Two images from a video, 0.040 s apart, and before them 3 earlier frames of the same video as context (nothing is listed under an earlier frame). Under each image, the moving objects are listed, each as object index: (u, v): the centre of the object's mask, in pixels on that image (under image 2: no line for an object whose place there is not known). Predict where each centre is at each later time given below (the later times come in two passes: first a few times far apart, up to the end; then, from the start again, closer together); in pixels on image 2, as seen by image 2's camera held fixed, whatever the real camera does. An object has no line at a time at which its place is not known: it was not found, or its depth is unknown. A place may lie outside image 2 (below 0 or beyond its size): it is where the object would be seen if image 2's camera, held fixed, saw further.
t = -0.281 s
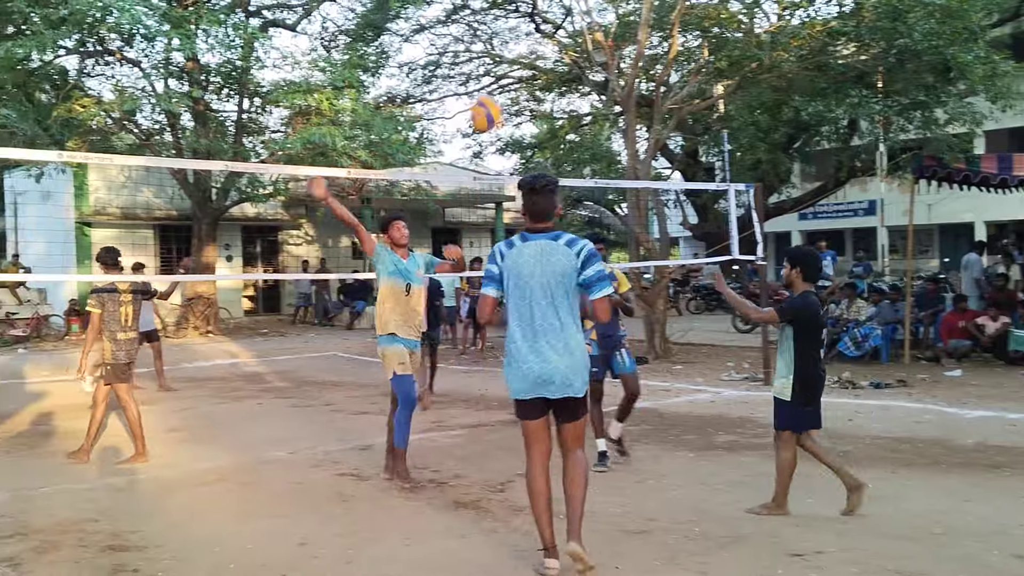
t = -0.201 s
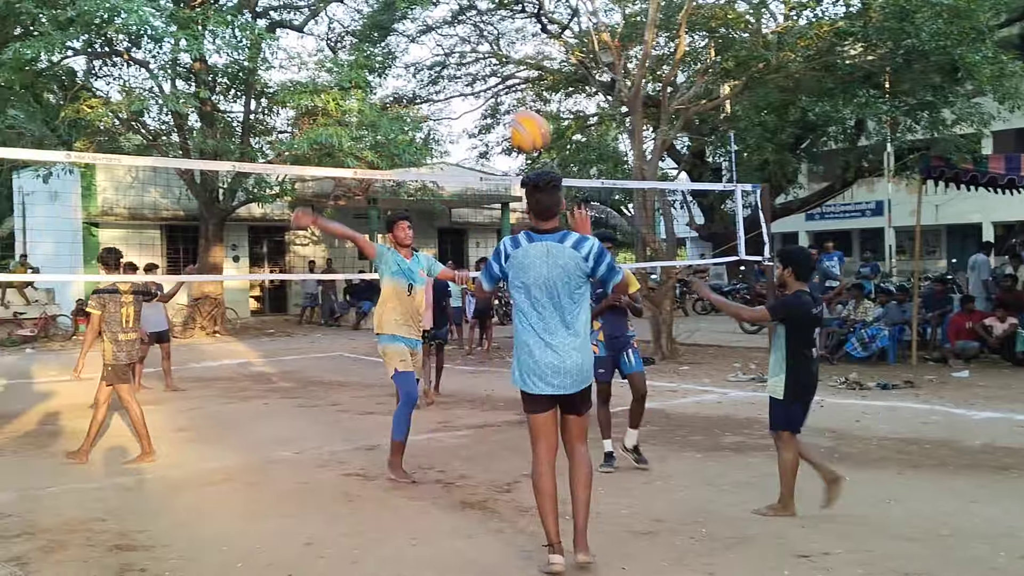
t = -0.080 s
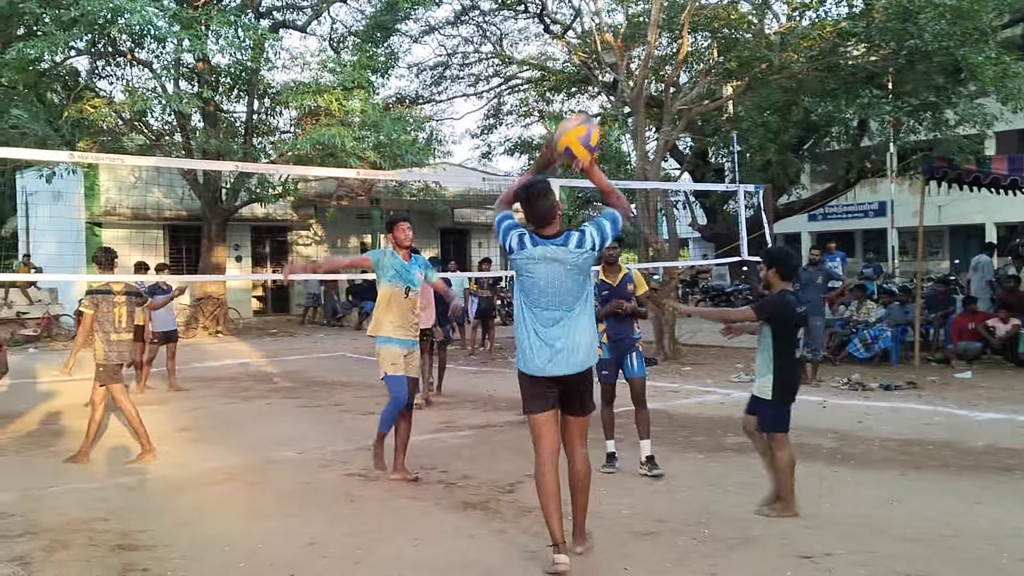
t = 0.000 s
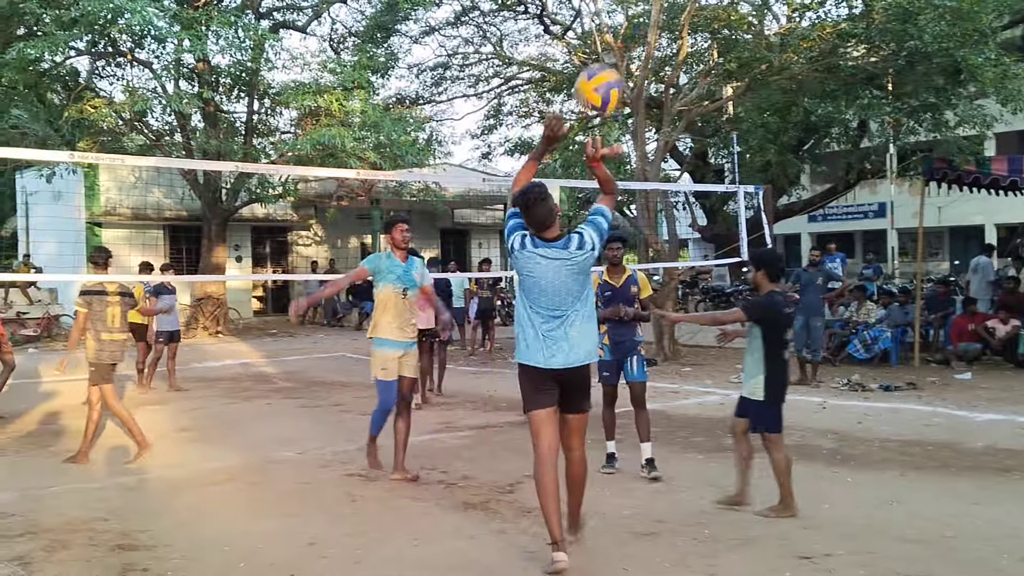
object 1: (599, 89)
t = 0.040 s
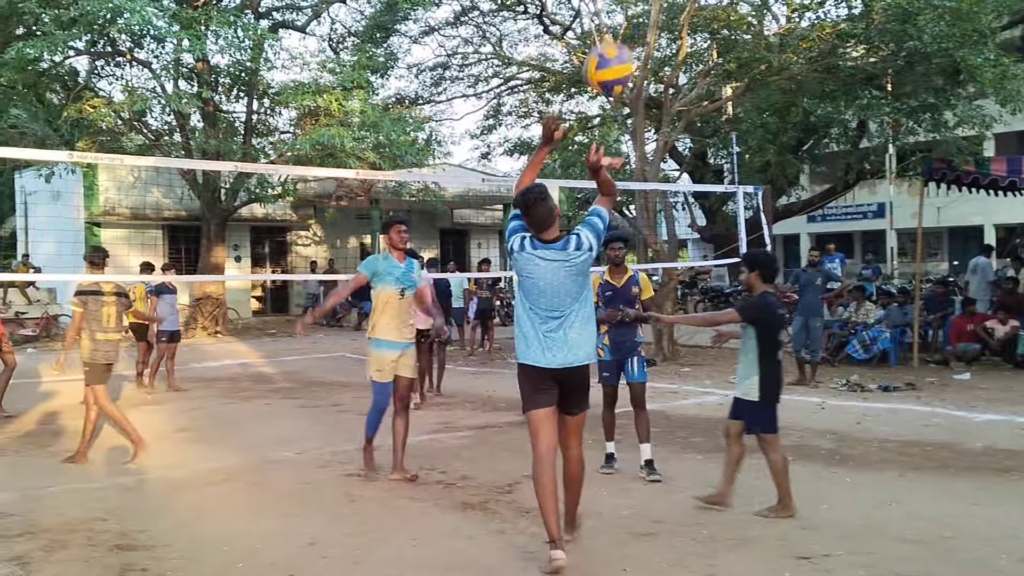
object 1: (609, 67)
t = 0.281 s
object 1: (701, 10)
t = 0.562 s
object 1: (918, 143)
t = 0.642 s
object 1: (1029, 308)
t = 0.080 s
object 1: (622, 49)
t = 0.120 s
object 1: (636, 30)
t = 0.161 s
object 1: (650, 20)
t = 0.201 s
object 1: (667, 15)
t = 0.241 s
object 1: (683, 12)
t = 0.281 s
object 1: (701, 10)
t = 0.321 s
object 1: (722, 11)
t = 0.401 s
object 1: (772, 21)
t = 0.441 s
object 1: (806, 31)
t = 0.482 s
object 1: (838, 58)
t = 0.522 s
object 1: (875, 91)
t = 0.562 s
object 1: (918, 143)
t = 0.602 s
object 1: (971, 212)
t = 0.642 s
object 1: (1029, 308)
